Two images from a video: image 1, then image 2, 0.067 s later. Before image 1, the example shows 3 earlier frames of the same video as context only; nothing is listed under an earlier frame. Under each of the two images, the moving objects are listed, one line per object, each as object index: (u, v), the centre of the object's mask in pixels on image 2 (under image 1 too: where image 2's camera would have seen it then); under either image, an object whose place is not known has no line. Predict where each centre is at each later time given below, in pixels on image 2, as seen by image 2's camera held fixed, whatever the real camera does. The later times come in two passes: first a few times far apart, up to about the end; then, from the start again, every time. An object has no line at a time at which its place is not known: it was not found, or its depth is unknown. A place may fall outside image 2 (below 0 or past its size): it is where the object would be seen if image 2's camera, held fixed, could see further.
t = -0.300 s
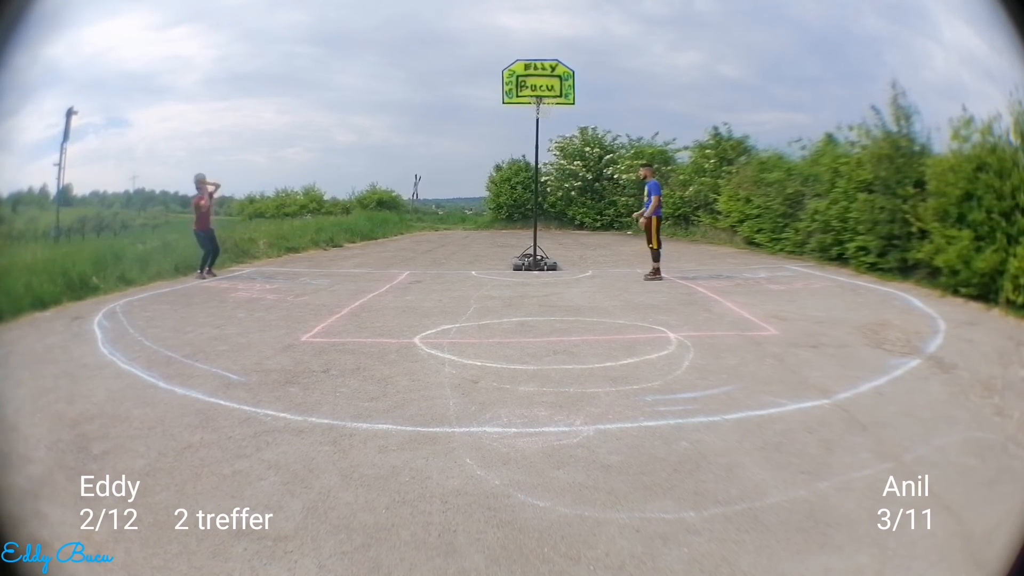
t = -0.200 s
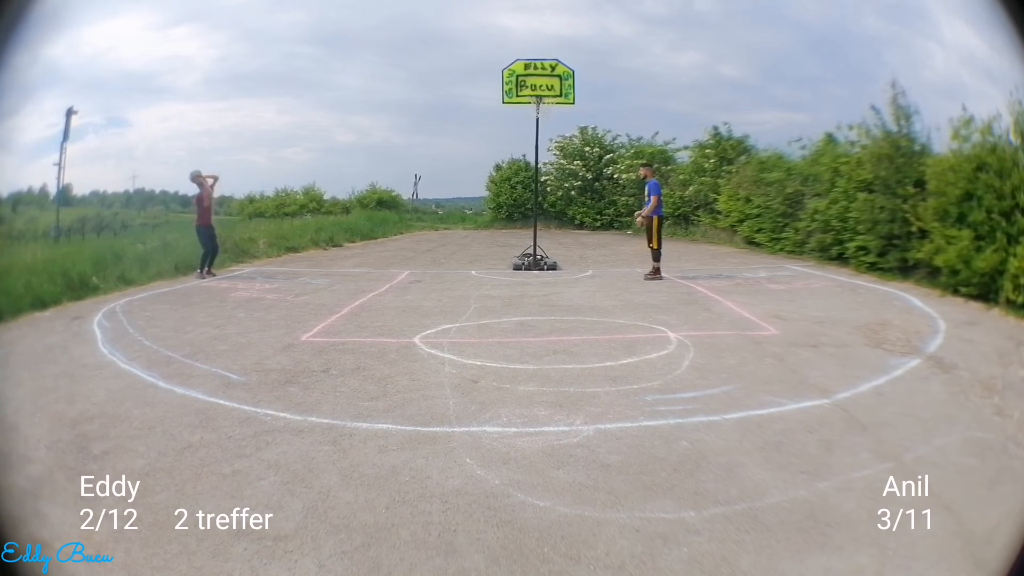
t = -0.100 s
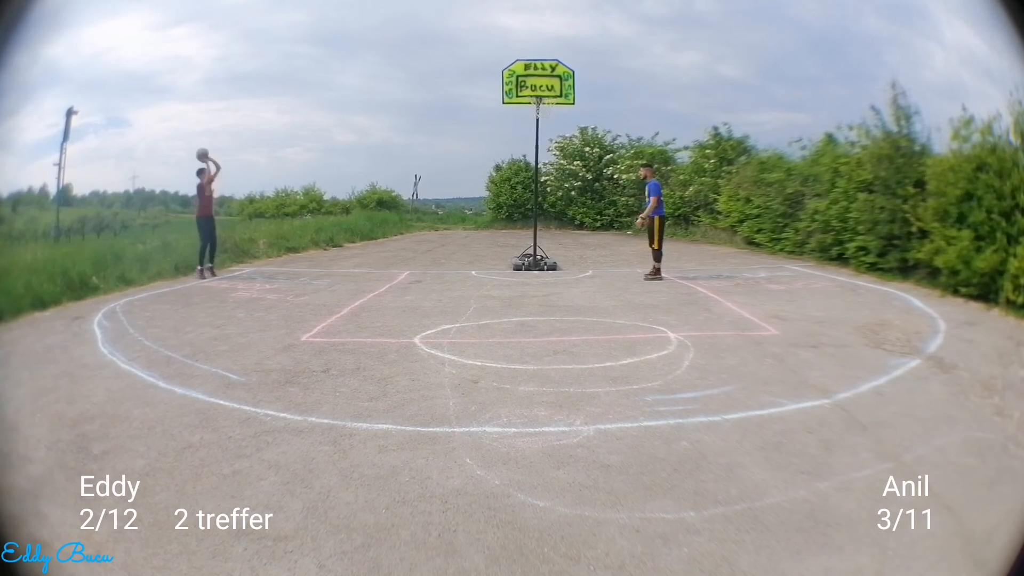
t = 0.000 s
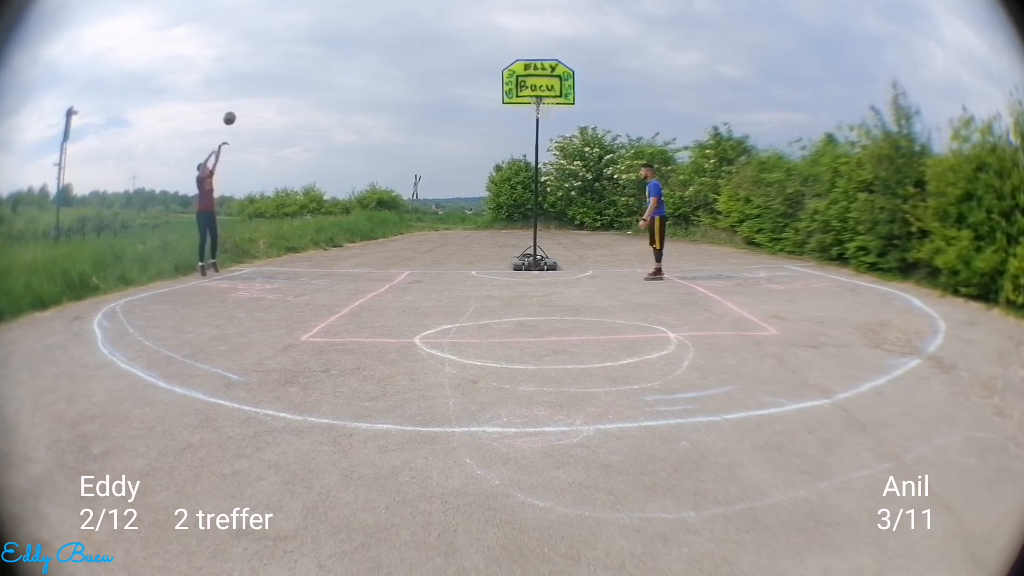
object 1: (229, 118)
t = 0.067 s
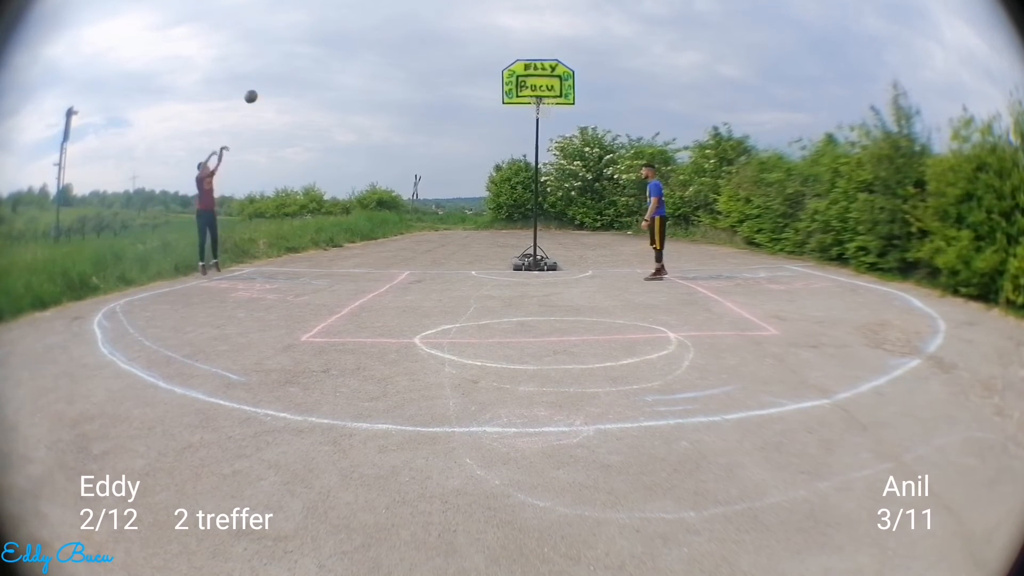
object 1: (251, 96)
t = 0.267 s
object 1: (317, 48)
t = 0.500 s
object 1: (396, 24)
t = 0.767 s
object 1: (487, 38)
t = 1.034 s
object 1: (575, 97)
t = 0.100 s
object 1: (262, 86)
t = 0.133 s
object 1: (272, 77)
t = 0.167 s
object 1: (284, 69)
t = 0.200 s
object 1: (295, 61)
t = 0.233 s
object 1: (306, 54)
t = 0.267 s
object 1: (317, 48)
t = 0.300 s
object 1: (329, 43)
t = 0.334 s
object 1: (340, 38)
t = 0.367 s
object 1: (351, 34)
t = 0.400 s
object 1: (363, 30)
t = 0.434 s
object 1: (374, 28)
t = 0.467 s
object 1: (385, 25)
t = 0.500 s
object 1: (396, 24)
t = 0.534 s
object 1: (408, 24)
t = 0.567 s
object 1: (419, 24)
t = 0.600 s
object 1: (430, 24)
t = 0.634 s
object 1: (442, 25)
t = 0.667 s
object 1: (453, 27)
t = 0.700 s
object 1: (464, 30)
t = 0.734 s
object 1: (475, 34)
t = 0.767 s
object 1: (487, 38)
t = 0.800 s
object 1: (498, 43)
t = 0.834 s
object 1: (509, 48)
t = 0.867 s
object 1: (520, 54)
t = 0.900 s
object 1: (531, 62)
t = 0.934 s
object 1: (542, 69)
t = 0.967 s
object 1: (553, 78)
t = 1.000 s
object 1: (564, 87)
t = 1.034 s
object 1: (575, 97)
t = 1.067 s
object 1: (585, 107)
